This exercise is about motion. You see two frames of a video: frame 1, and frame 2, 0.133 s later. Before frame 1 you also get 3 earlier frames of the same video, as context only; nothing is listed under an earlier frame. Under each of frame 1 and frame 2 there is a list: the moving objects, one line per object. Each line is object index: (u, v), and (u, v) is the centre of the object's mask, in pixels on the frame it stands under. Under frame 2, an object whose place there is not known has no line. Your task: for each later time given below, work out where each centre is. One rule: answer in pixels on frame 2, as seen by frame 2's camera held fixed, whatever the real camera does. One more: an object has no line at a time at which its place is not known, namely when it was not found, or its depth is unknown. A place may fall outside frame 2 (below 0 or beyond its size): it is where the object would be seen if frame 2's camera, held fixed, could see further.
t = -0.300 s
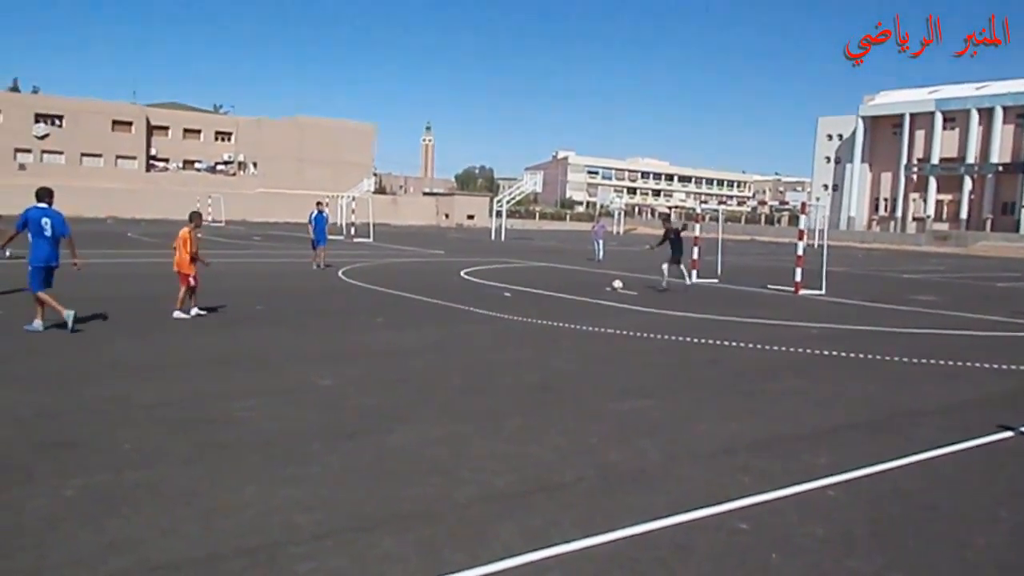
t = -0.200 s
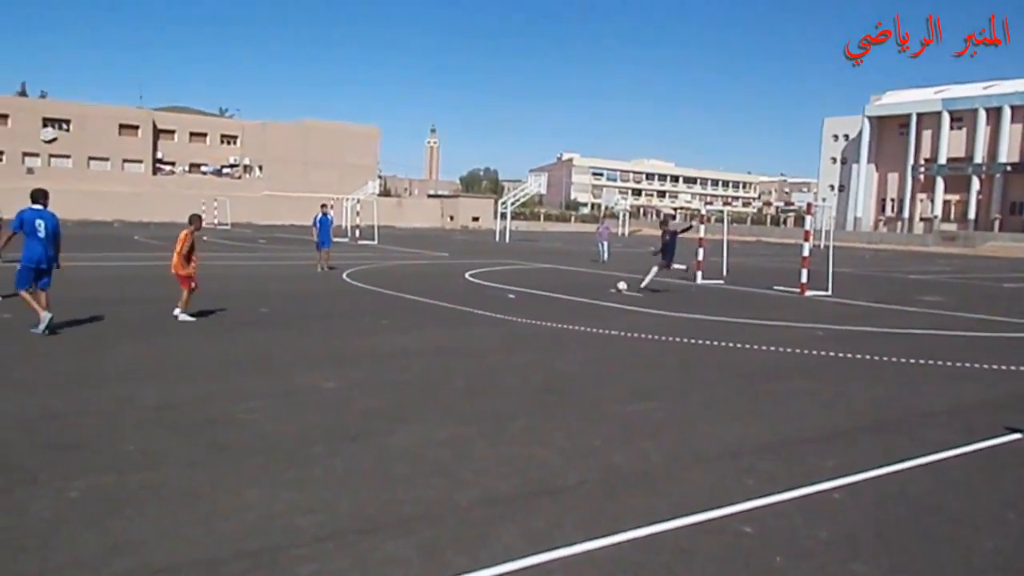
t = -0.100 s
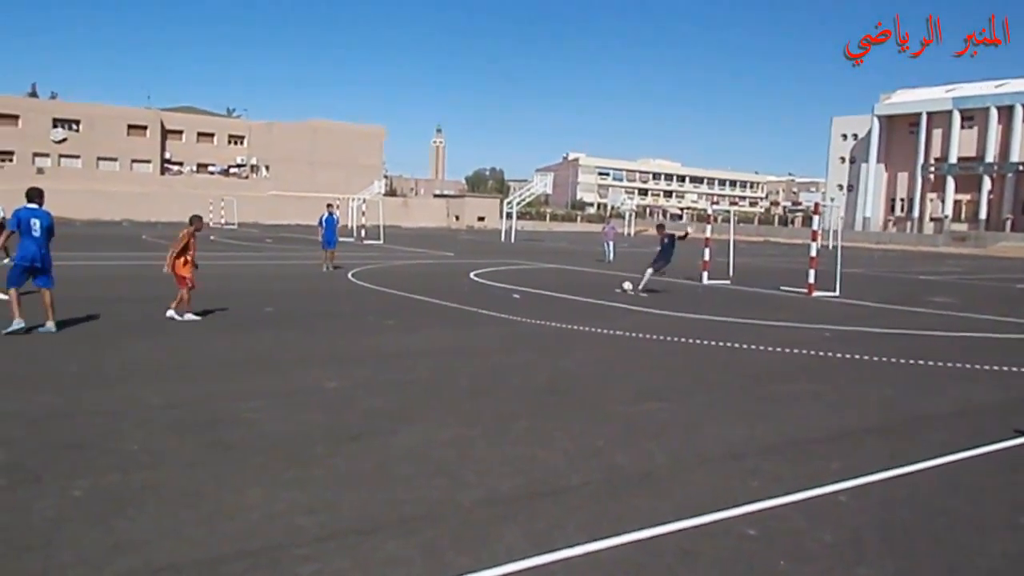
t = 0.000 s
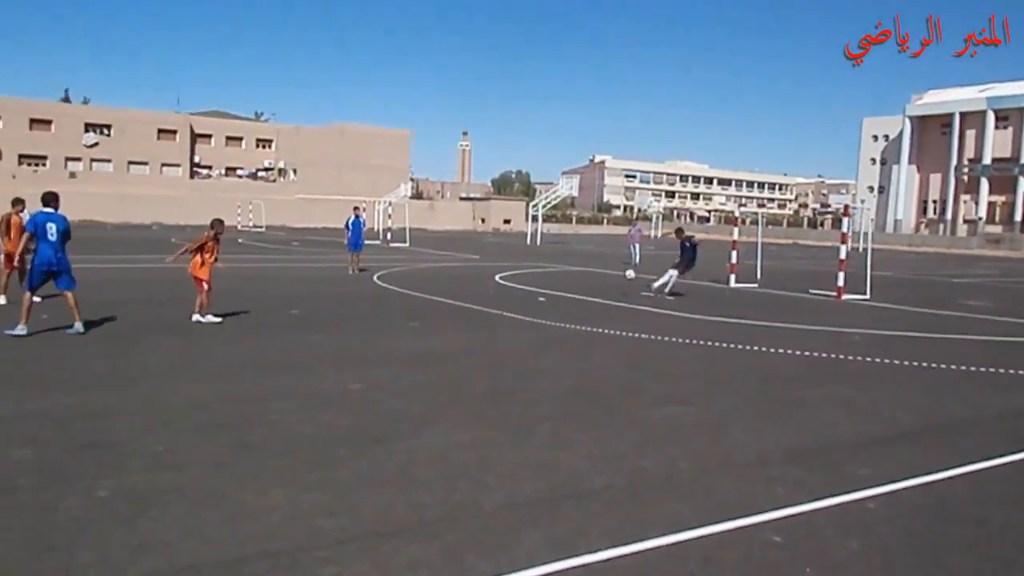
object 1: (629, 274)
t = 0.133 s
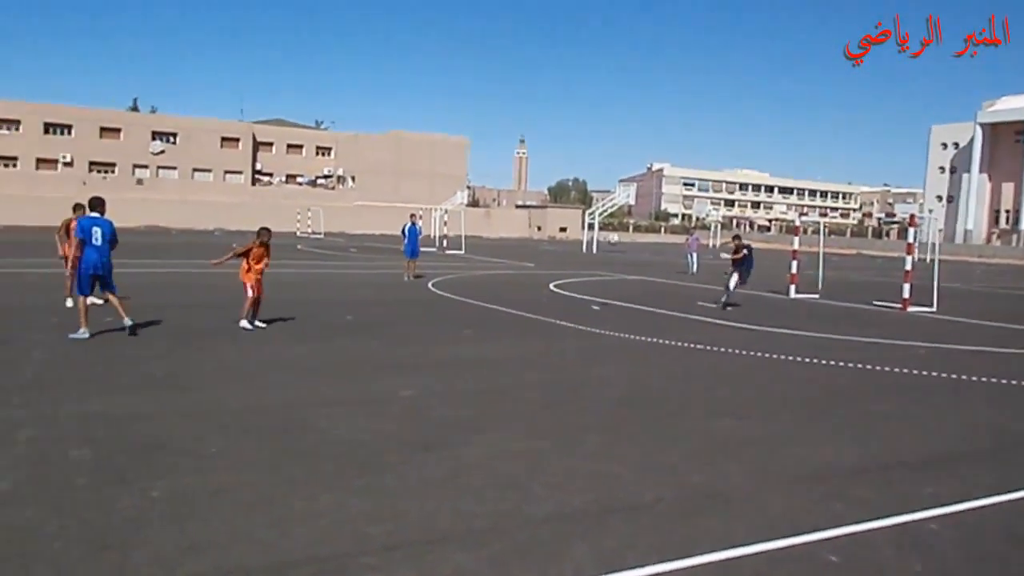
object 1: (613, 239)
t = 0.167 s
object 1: (592, 228)
